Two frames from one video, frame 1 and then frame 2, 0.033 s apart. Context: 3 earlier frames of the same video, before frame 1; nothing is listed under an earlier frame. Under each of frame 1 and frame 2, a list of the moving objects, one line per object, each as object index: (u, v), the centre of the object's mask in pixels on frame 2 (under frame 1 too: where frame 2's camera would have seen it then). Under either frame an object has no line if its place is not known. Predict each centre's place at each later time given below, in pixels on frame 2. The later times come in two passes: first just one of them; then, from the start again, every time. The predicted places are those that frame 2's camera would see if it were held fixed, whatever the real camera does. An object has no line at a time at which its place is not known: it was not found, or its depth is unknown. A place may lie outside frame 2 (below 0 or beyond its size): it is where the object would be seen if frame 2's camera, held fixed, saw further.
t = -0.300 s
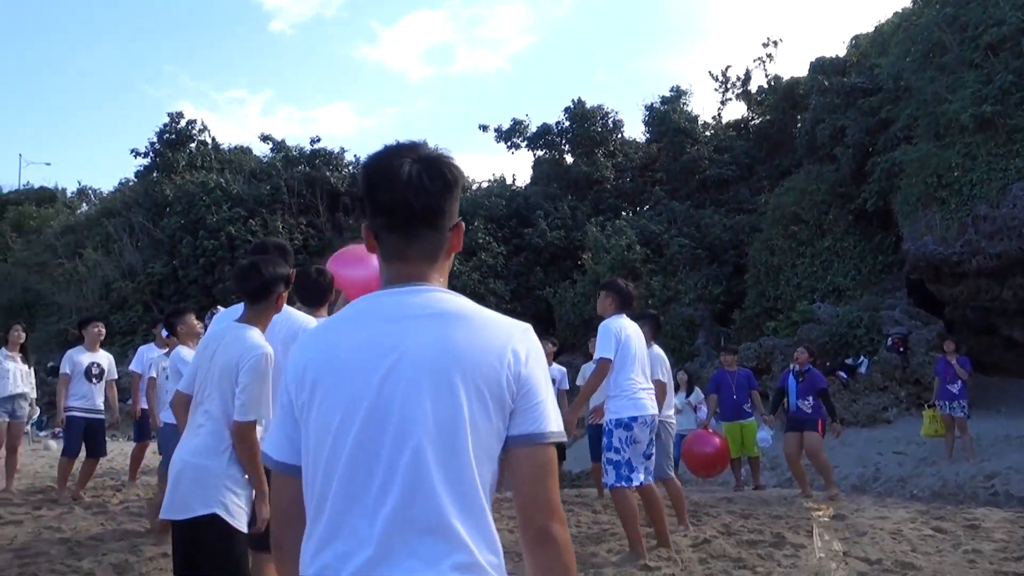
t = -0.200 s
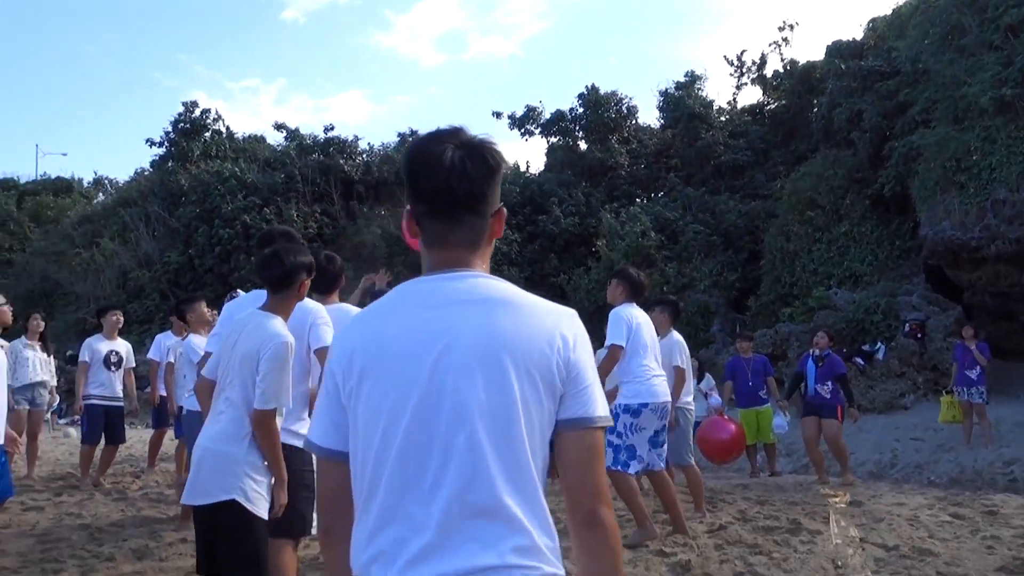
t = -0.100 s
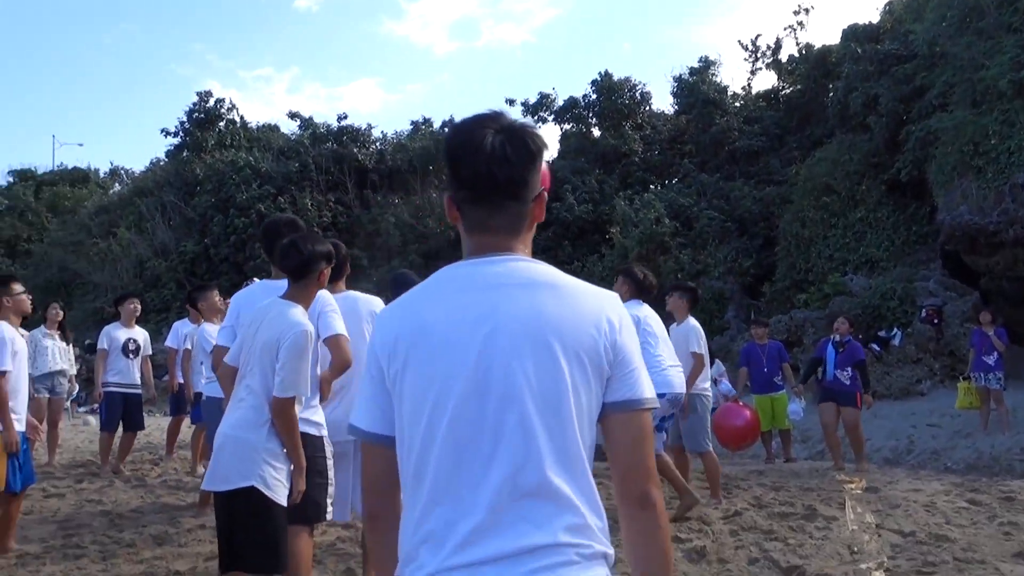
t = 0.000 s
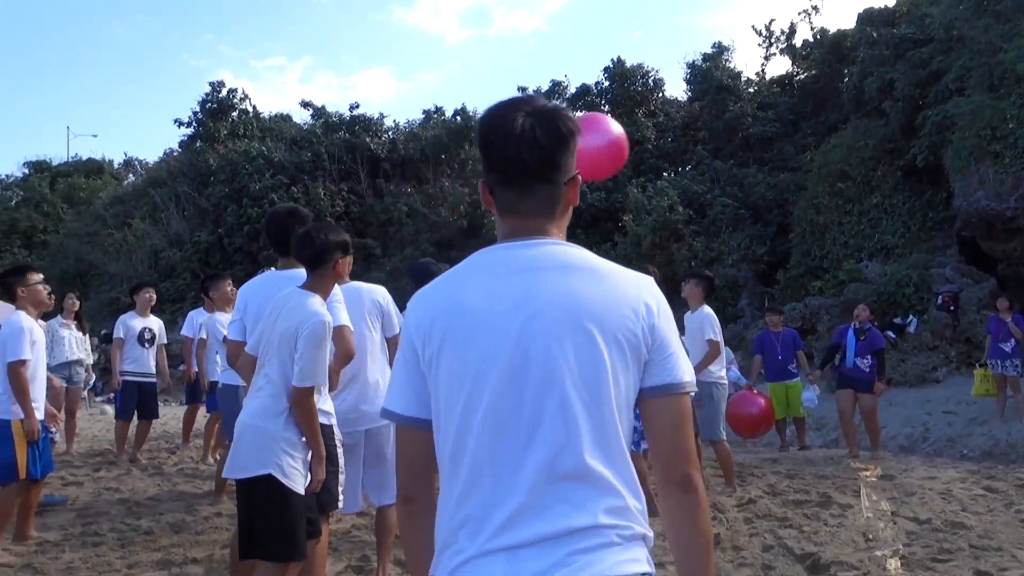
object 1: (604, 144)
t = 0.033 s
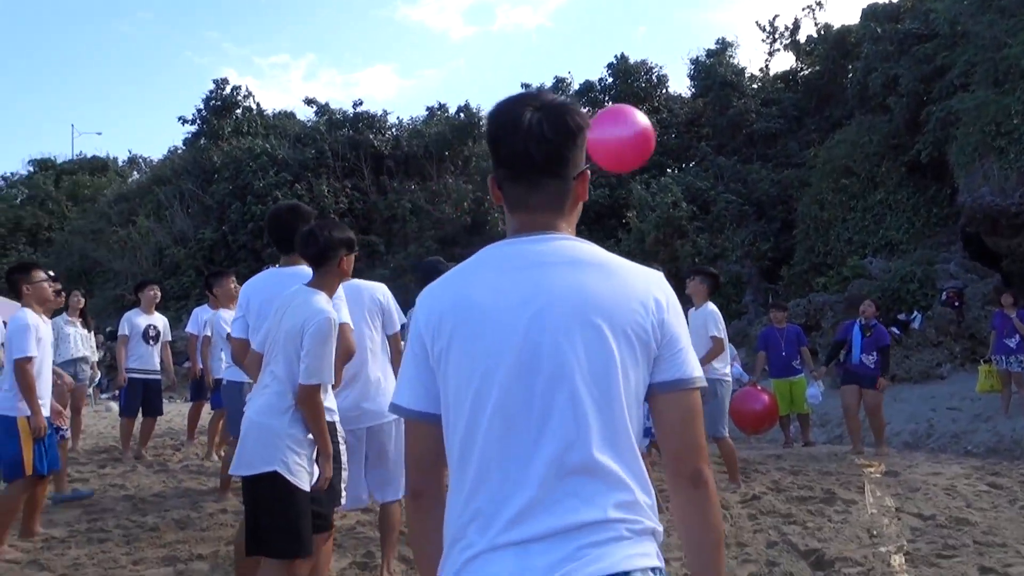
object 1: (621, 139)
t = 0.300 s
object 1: (805, 145)
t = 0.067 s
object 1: (642, 135)
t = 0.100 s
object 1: (665, 133)
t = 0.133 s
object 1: (688, 132)
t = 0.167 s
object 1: (711, 132)
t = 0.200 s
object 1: (735, 133)
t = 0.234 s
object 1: (758, 136)
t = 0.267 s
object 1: (781, 140)
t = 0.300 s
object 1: (805, 145)
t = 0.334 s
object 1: (829, 152)
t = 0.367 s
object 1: (852, 160)
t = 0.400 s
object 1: (876, 169)
